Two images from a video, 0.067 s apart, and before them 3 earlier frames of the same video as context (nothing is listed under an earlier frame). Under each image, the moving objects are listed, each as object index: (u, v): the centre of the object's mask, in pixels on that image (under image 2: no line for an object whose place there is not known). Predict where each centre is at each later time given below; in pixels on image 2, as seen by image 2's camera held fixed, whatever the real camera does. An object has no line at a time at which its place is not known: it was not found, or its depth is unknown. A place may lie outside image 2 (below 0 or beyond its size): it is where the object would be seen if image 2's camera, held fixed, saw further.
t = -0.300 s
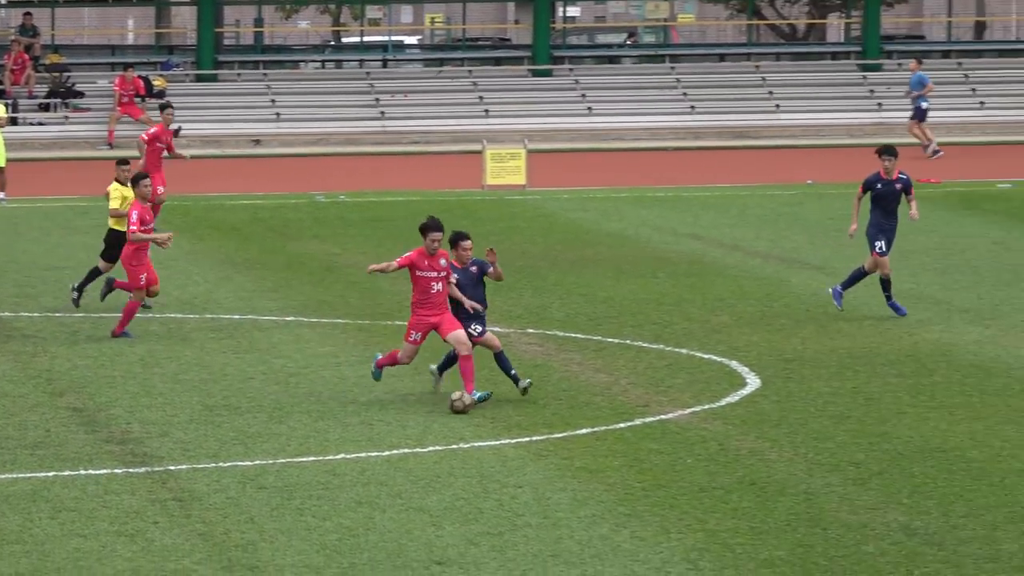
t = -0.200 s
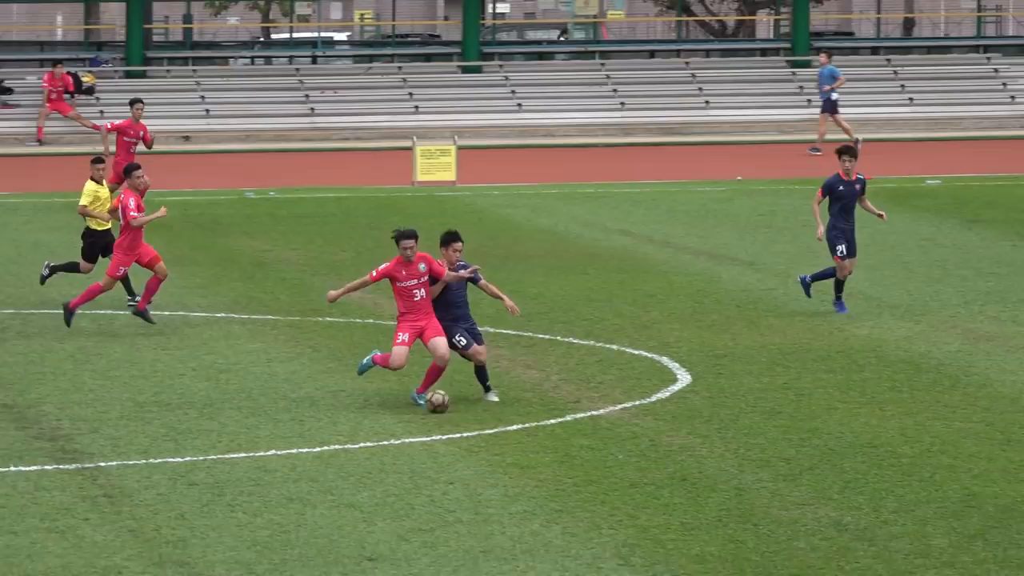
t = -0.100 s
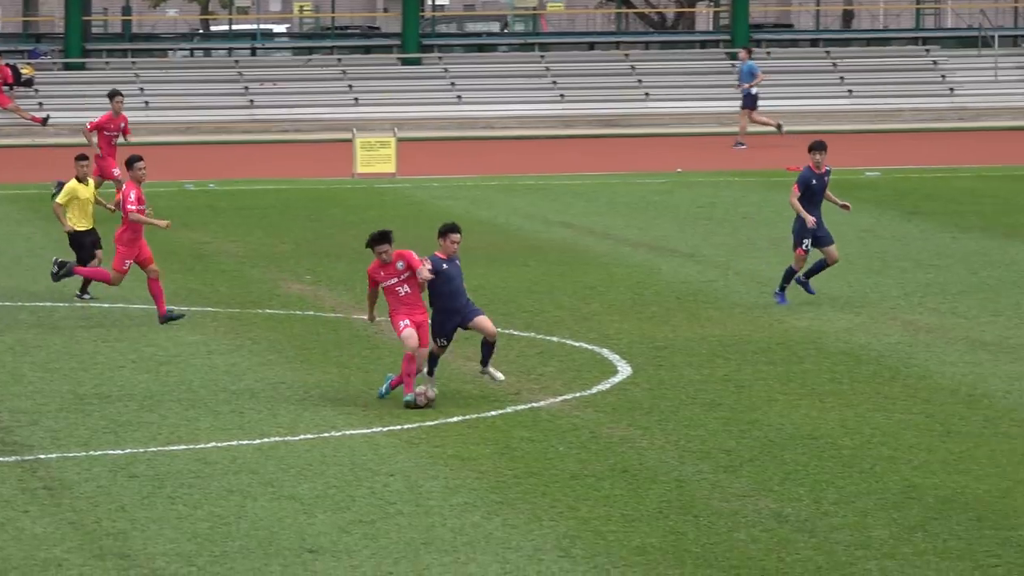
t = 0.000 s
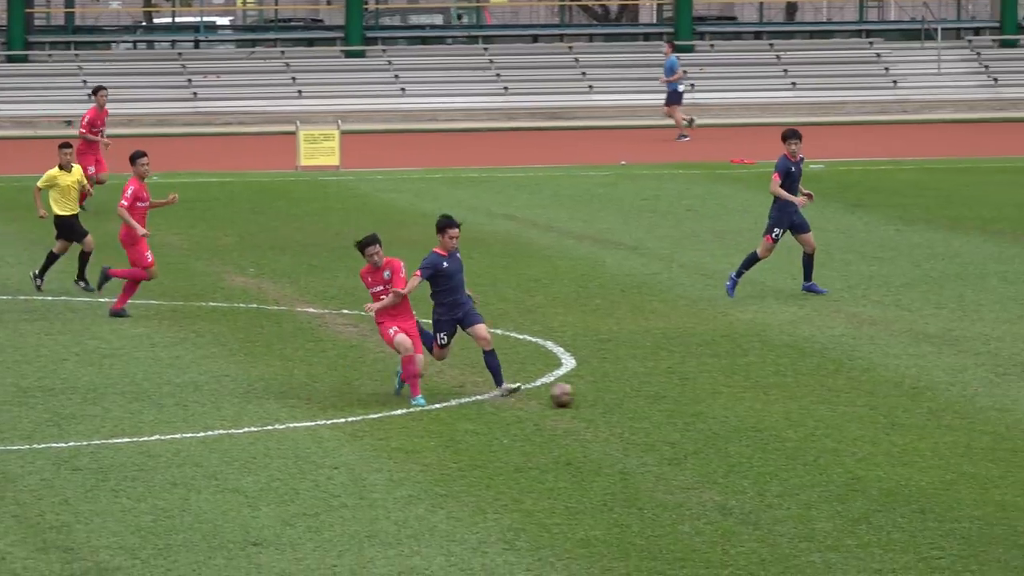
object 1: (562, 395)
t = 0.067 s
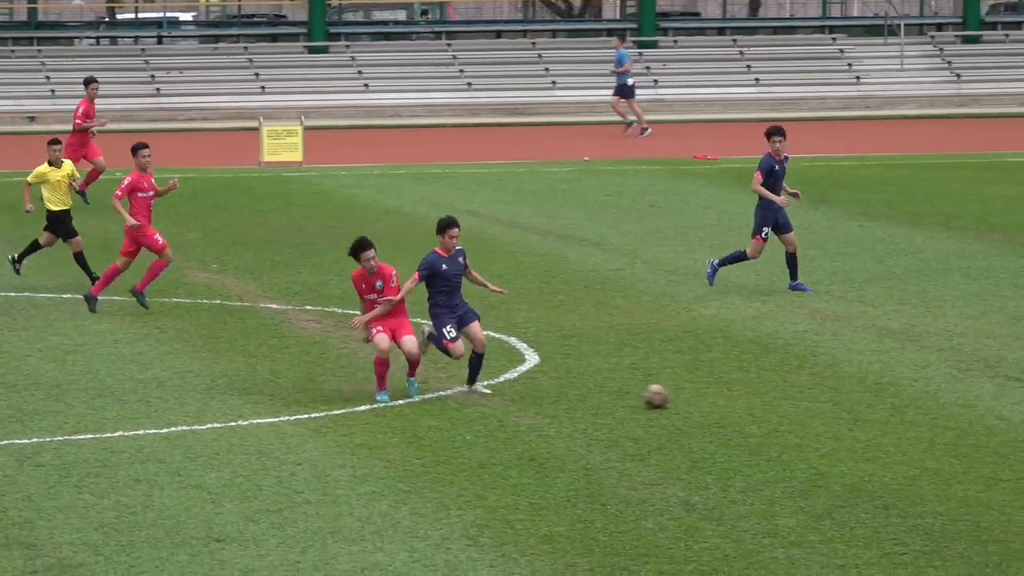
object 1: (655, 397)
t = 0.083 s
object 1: (687, 398)
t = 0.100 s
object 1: (719, 399)
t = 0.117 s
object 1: (749, 399)
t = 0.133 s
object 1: (778, 399)
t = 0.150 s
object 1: (808, 399)
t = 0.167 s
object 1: (838, 399)
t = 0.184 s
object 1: (868, 399)
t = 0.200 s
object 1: (899, 400)
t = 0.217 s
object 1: (931, 402)
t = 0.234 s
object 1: (962, 404)
